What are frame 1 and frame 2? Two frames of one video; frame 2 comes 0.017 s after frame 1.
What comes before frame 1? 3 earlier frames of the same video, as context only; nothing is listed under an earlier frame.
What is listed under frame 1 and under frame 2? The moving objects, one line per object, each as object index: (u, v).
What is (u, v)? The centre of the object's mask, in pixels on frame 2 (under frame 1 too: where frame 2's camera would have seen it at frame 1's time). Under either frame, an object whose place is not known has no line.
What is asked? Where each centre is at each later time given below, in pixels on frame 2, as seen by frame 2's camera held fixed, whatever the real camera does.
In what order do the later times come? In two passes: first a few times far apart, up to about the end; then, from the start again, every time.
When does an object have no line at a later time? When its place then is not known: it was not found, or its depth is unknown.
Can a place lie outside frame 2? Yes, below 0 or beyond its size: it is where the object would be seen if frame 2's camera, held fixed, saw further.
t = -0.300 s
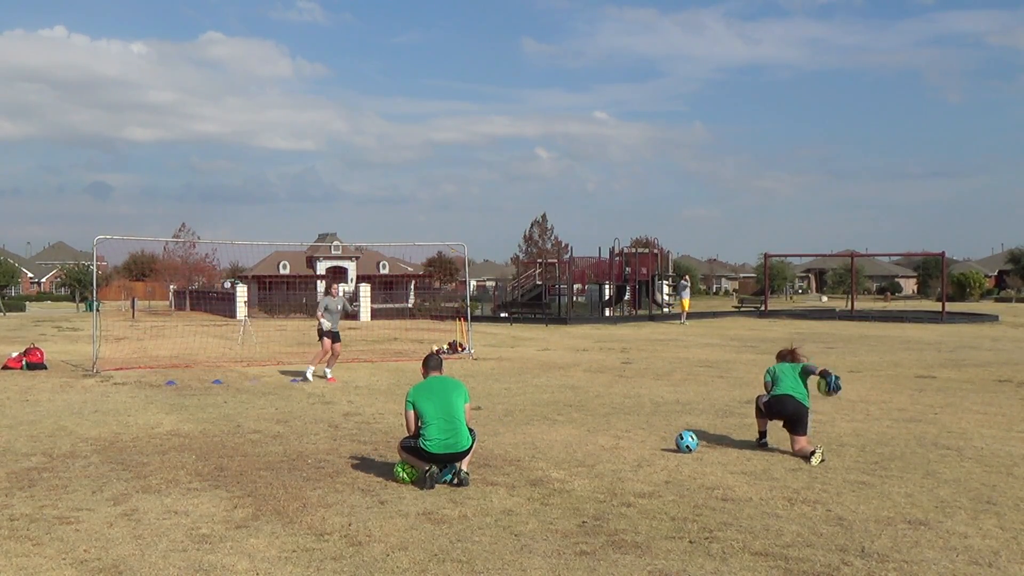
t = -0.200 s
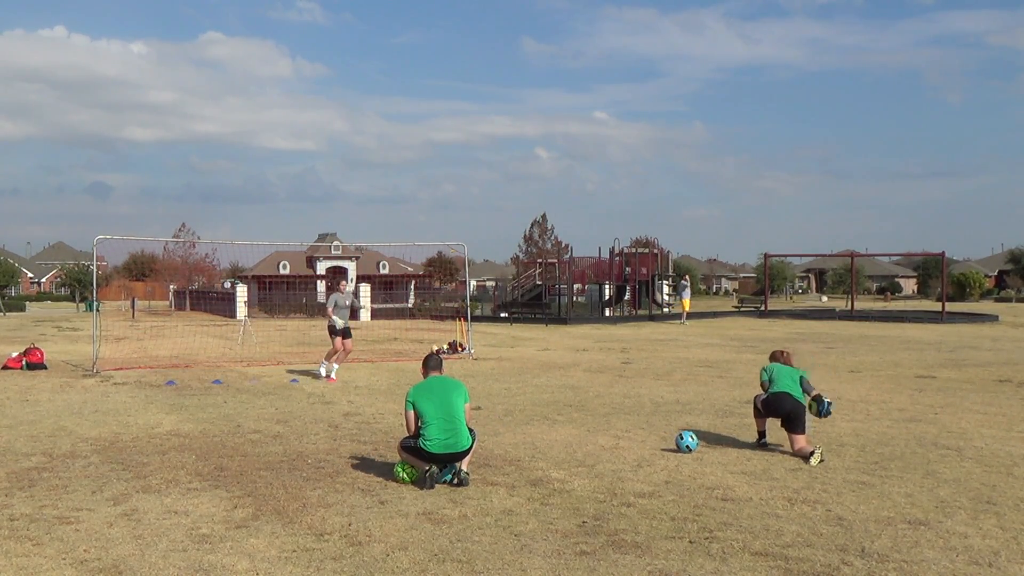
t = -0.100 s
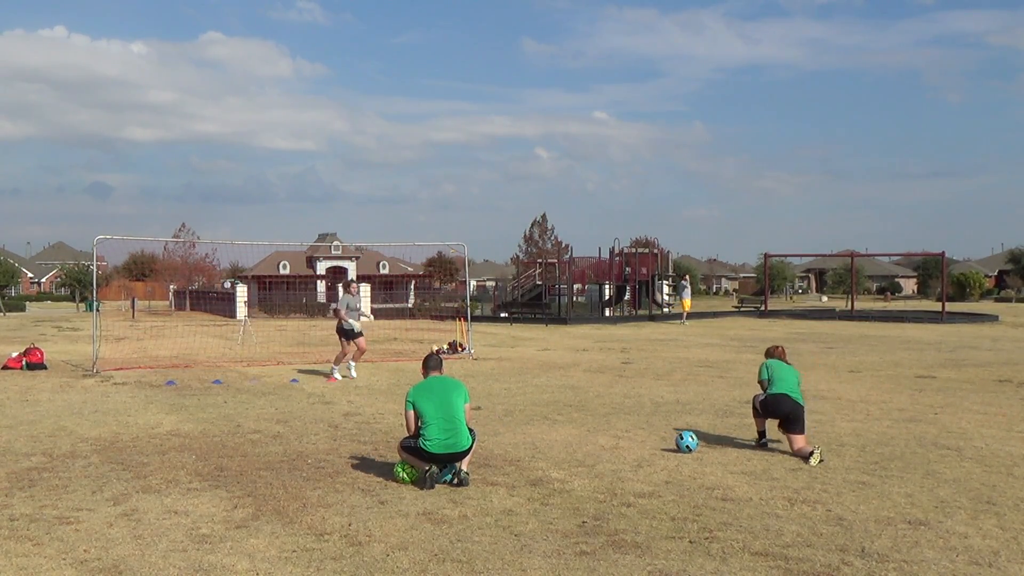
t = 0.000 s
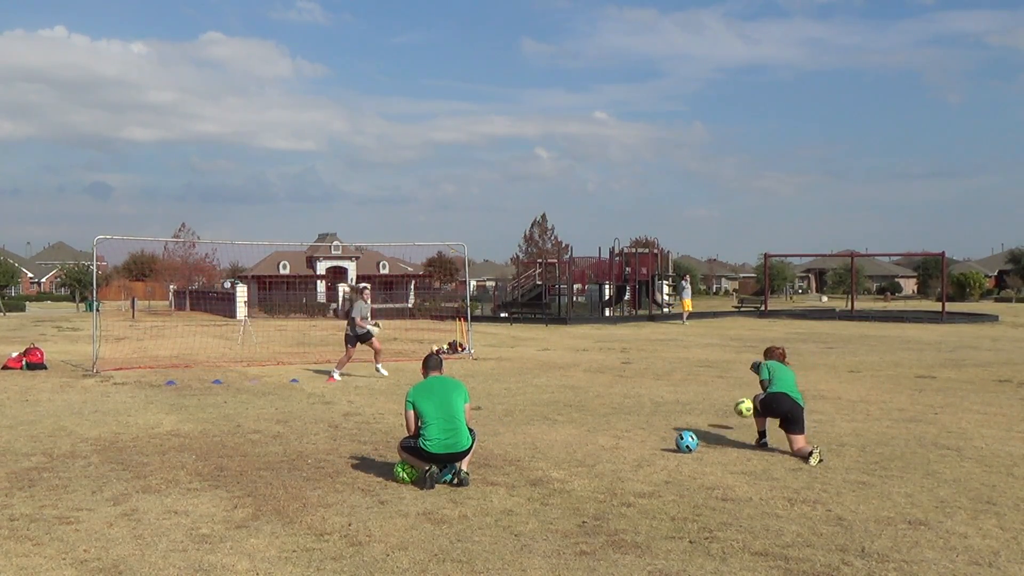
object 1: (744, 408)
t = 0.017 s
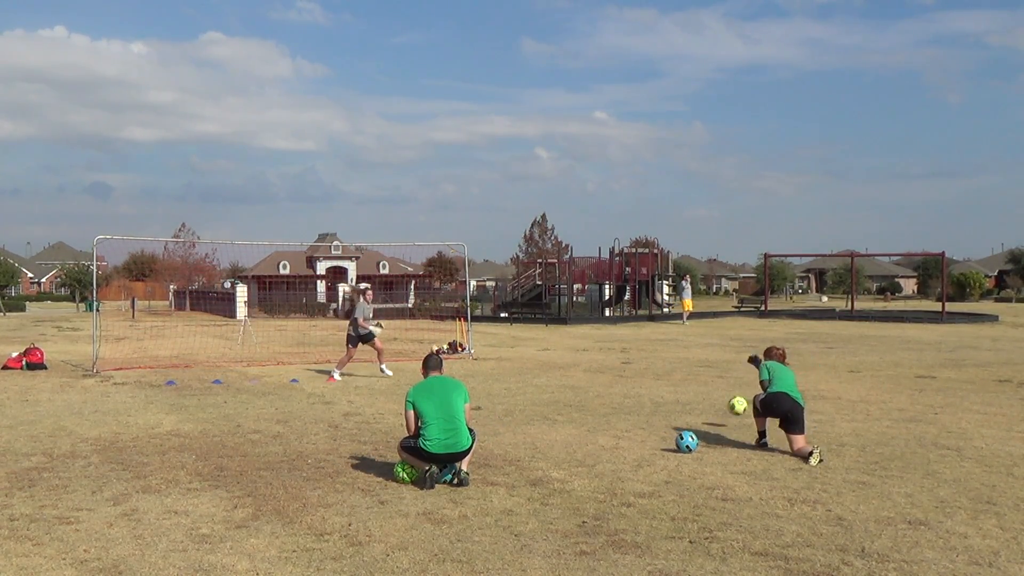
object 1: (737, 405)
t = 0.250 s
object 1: (664, 392)
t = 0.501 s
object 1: (617, 378)
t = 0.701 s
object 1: (591, 368)
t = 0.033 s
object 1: (731, 404)
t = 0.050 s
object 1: (724, 403)
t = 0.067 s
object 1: (718, 402)
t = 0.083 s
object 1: (712, 401)
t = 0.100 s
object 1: (706, 401)
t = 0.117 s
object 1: (701, 400)
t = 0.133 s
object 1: (695, 401)
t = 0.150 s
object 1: (689, 401)
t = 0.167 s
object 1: (684, 402)
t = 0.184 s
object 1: (679, 402)
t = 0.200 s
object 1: (675, 401)
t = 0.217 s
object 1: (671, 398)
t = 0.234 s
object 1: (667, 395)
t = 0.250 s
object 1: (664, 392)
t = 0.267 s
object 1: (660, 389)
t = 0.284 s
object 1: (657, 387)
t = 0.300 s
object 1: (653, 385)
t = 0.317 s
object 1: (650, 383)
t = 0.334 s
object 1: (647, 382)
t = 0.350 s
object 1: (644, 380)
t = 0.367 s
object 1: (641, 379)
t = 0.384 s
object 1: (637, 378)
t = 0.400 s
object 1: (634, 378)
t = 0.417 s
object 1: (631, 377)
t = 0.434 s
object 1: (629, 377)
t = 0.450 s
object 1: (626, 377)
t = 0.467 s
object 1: (623, 377)
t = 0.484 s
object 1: (620, 378)
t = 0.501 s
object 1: (617, 378)
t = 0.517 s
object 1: (615, 379)
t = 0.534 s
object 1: (612, 380)
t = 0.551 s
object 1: (610, 381)
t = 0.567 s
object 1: (607, 381)
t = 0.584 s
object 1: (605, 379)
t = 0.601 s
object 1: (603, 377)
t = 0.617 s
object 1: (601, 375)
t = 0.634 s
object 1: (599, 373)
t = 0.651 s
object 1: (597, 372)
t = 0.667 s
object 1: (595, 370)
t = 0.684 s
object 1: (593, 369)
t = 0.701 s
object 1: (591, 368)
